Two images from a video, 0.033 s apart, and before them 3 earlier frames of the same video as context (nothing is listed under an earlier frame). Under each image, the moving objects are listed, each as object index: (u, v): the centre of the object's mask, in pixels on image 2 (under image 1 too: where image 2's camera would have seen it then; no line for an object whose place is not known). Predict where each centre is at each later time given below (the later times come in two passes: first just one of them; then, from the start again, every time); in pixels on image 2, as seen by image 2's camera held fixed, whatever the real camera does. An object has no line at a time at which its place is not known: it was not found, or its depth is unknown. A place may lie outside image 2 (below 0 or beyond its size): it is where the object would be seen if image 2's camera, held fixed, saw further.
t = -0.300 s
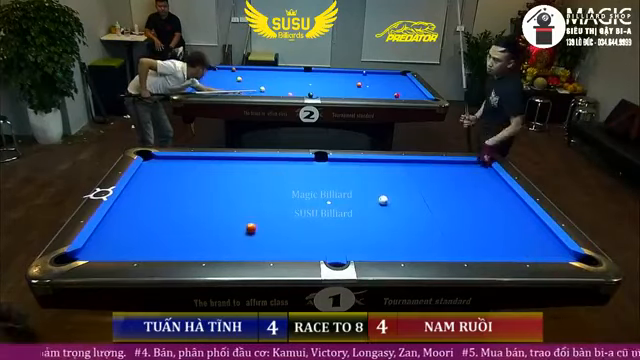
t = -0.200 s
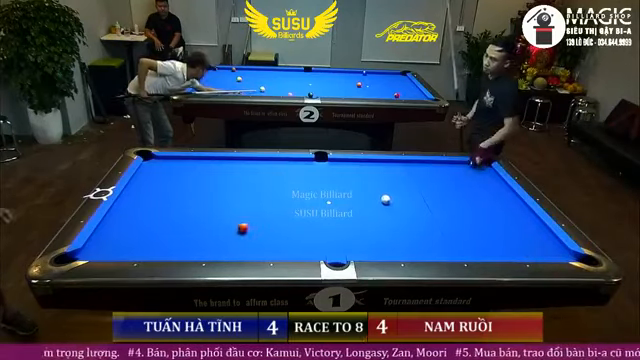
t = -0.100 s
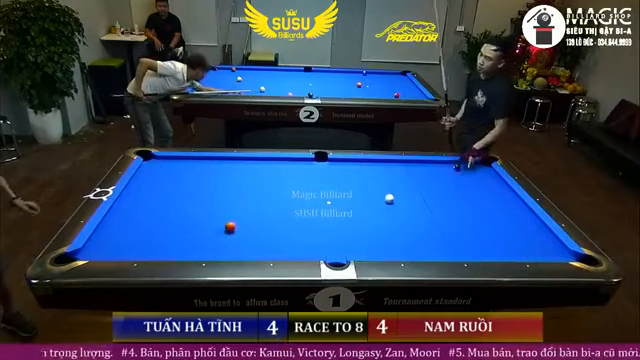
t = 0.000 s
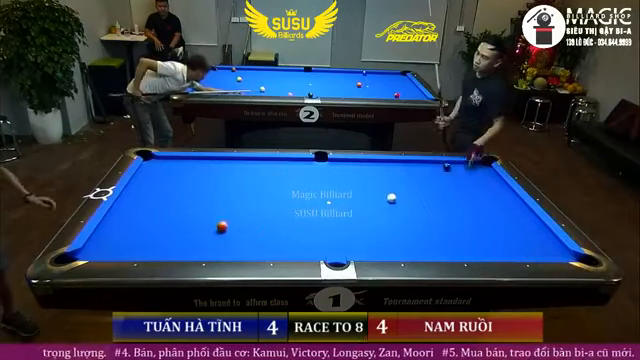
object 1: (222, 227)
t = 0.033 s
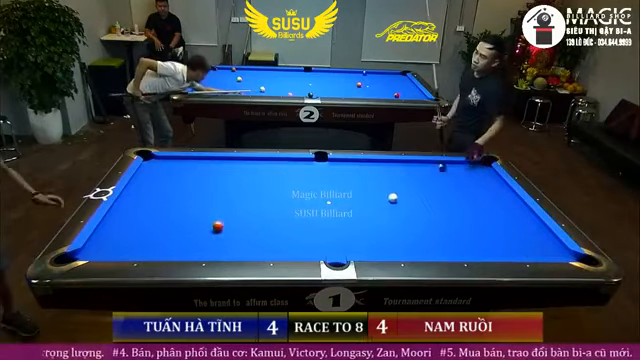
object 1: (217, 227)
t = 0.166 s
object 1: (206, 227)
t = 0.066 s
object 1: (214, 227)
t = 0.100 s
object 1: (210, 227)
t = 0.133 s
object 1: (210, 227)
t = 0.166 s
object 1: (206, 227)
